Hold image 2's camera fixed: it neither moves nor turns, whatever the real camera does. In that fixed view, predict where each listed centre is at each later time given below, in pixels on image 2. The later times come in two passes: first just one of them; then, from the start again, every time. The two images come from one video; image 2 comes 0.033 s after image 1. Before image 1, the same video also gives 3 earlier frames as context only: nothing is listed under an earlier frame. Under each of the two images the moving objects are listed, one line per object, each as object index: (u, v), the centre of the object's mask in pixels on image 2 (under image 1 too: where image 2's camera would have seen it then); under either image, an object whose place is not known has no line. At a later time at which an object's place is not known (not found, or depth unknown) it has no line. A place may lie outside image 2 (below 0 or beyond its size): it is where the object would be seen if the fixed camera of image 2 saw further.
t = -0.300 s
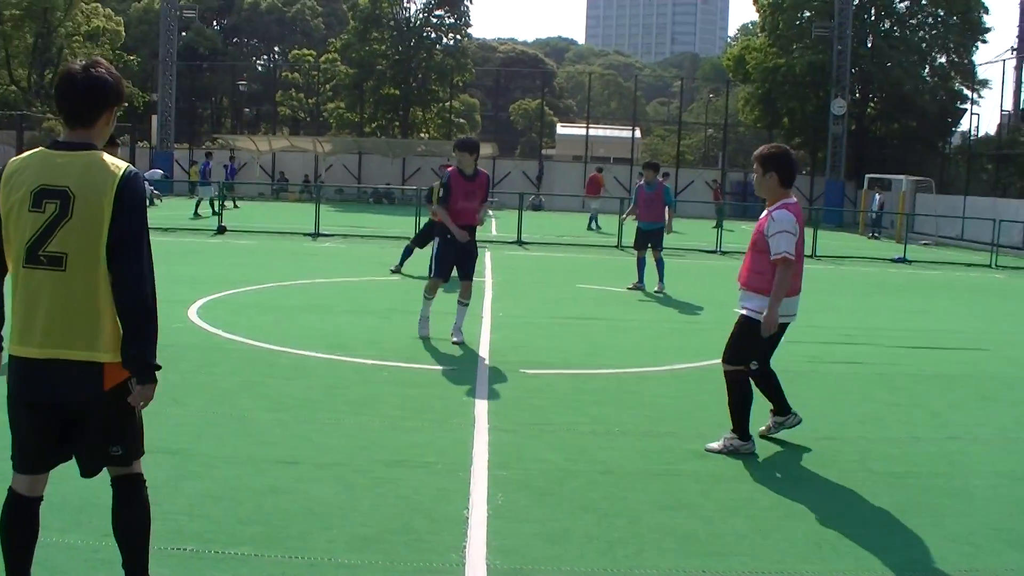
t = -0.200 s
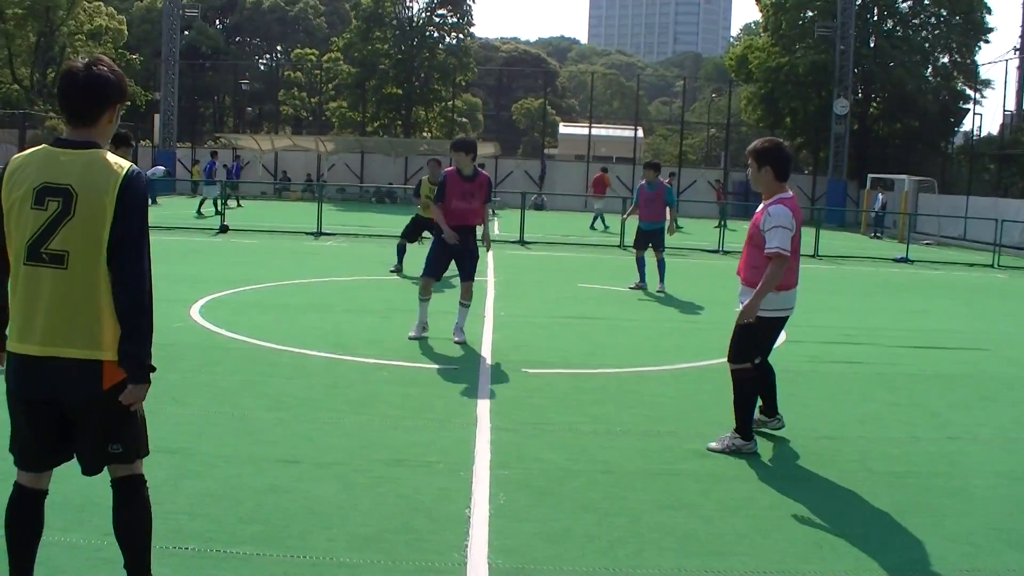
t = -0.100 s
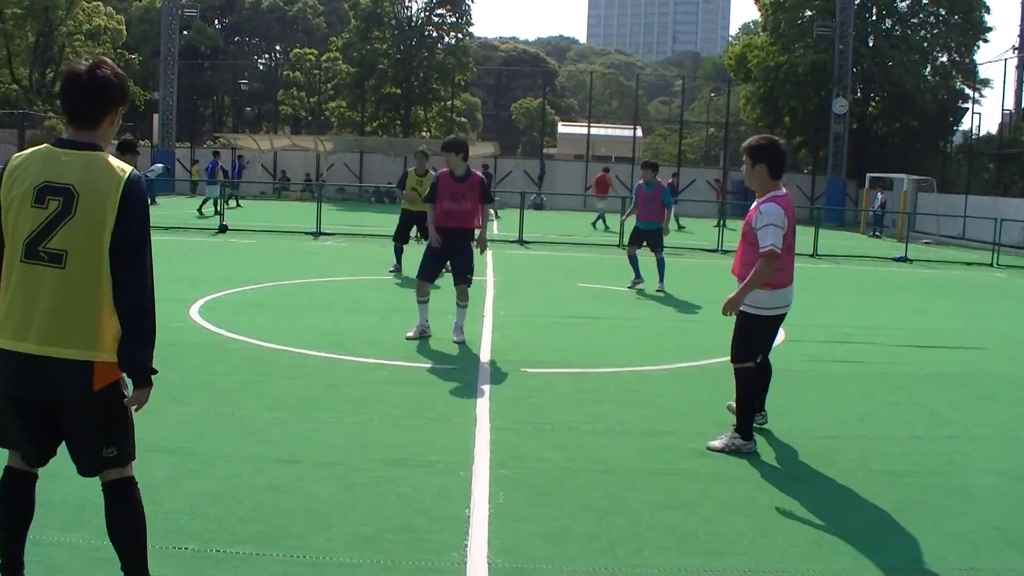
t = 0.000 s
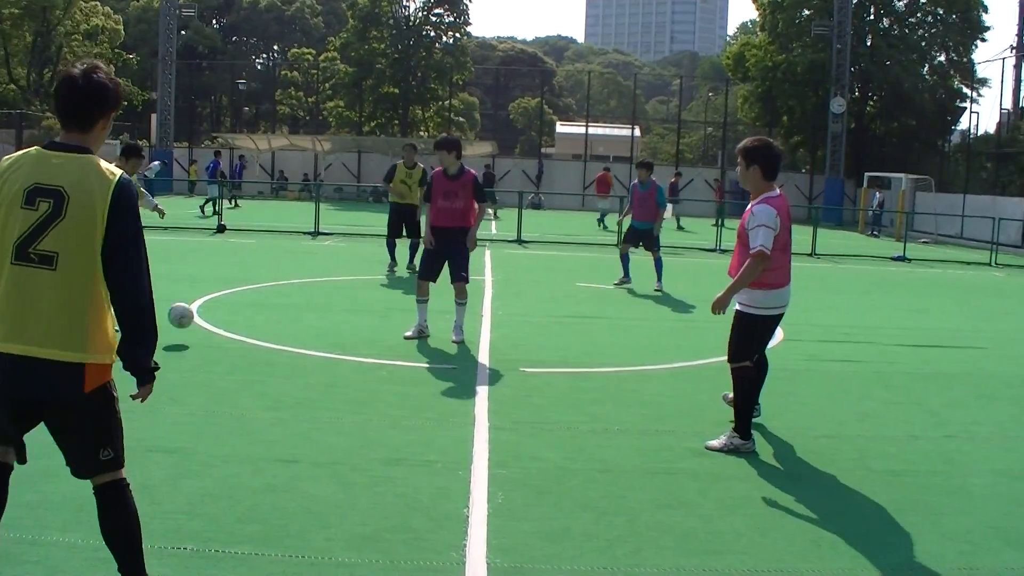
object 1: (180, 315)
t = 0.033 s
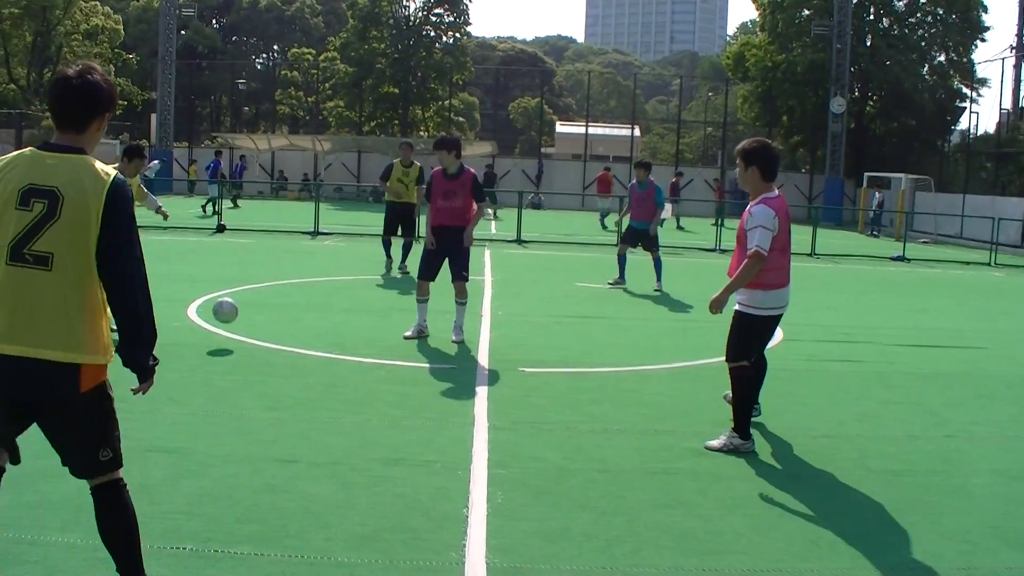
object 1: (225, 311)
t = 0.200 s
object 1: (460, 302)
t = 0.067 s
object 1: (271, 306)
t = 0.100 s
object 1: (317, 303)
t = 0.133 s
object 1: (365, 302)
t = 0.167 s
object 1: (412, 301)
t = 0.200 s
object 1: (460, 302)
